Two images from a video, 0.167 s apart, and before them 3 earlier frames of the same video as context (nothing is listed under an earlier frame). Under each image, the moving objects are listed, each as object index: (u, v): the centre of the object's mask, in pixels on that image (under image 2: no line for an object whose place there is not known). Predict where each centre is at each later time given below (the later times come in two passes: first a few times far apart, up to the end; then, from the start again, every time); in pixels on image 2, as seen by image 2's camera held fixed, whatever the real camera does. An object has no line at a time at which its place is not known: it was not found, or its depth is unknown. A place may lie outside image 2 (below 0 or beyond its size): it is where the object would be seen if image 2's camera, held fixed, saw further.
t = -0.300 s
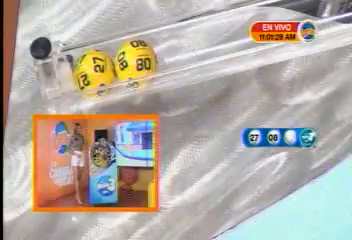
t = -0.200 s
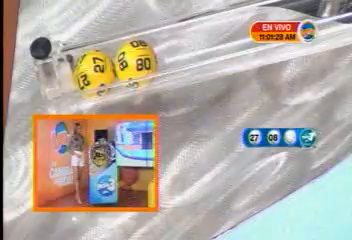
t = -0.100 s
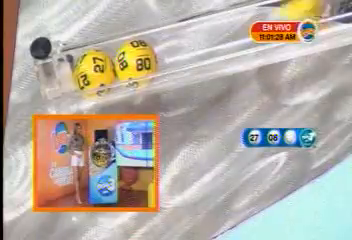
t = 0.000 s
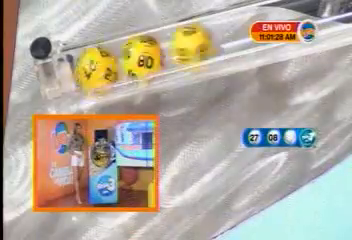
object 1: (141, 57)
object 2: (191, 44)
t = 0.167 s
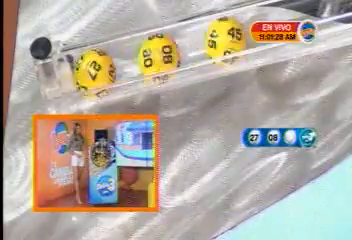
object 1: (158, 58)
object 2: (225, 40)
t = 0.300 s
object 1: (146, 60)
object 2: (203, 47)
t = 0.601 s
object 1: (134, 60)
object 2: (176, 52)
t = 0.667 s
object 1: (134, 60)
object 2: (177, 53)
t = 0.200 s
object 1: (156, 58)
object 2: (222, 41)
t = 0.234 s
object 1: (155, 58)
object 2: (216, 42)
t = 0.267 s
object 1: (151, 59)
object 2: (210, 45)
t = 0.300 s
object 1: (146, 60)
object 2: (203, 47)
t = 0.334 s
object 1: (139, 62)
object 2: (193, 48)
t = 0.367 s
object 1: (135, 60)
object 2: (183, 51)
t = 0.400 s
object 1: (135, 63)
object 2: (178, 52)
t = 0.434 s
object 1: (135, 63)
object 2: (179, 52)
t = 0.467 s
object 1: (134, 63)
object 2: (179, 52)
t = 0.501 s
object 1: (134, 60)
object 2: (177, 53)
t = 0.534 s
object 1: (134, 60)
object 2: (177, 53)
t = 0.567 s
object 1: (134, 60)
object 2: (176, 53)
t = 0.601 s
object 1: (134, 60)
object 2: (176, 52)
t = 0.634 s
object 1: (134, 60)
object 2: (177, 53)
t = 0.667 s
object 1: (134, 60)
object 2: (177, 53)
